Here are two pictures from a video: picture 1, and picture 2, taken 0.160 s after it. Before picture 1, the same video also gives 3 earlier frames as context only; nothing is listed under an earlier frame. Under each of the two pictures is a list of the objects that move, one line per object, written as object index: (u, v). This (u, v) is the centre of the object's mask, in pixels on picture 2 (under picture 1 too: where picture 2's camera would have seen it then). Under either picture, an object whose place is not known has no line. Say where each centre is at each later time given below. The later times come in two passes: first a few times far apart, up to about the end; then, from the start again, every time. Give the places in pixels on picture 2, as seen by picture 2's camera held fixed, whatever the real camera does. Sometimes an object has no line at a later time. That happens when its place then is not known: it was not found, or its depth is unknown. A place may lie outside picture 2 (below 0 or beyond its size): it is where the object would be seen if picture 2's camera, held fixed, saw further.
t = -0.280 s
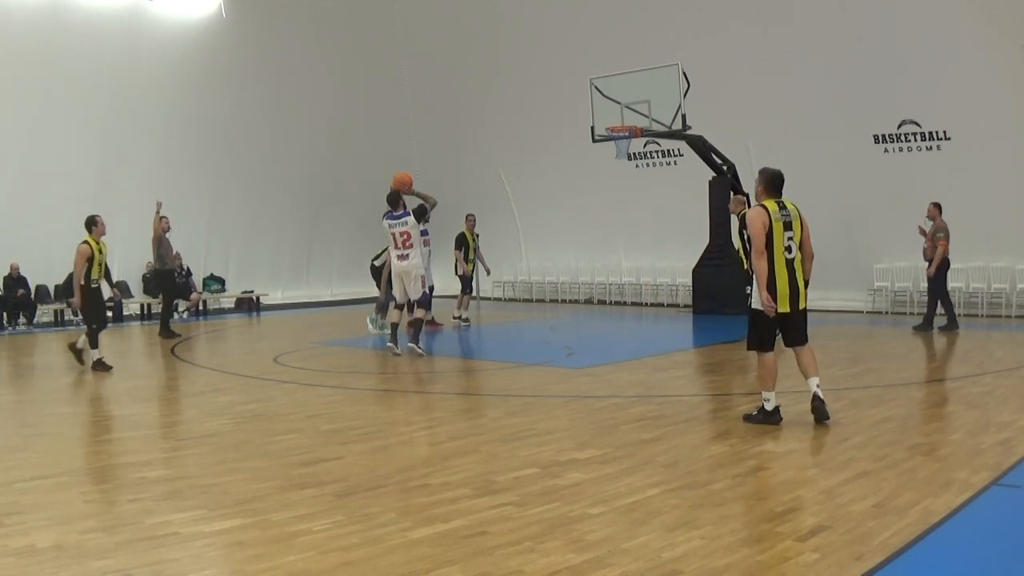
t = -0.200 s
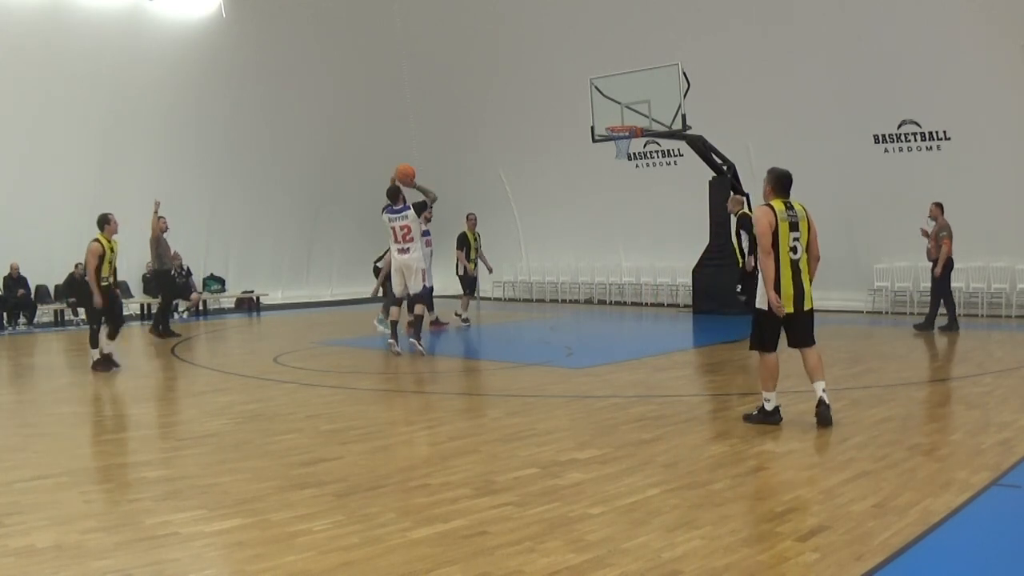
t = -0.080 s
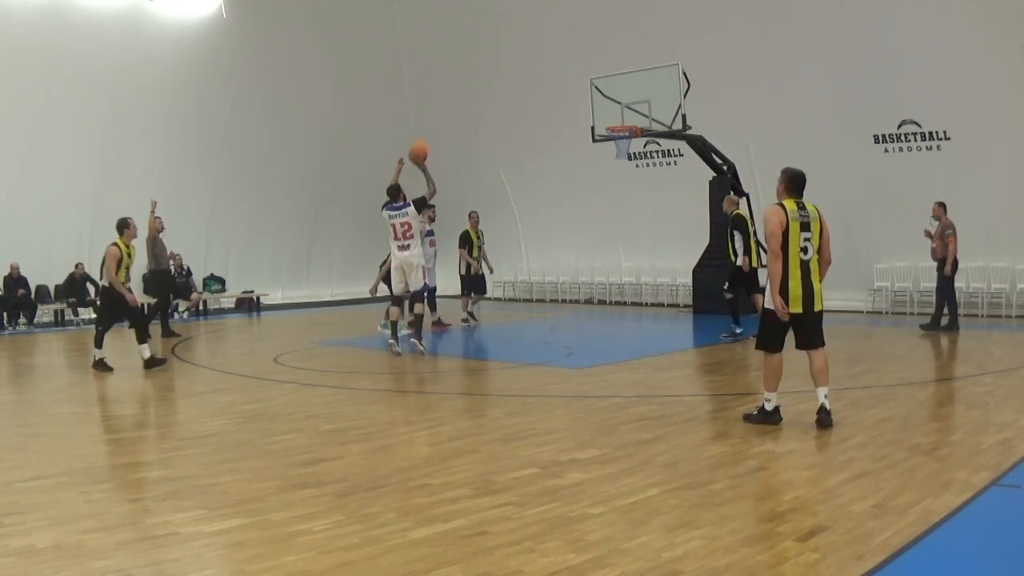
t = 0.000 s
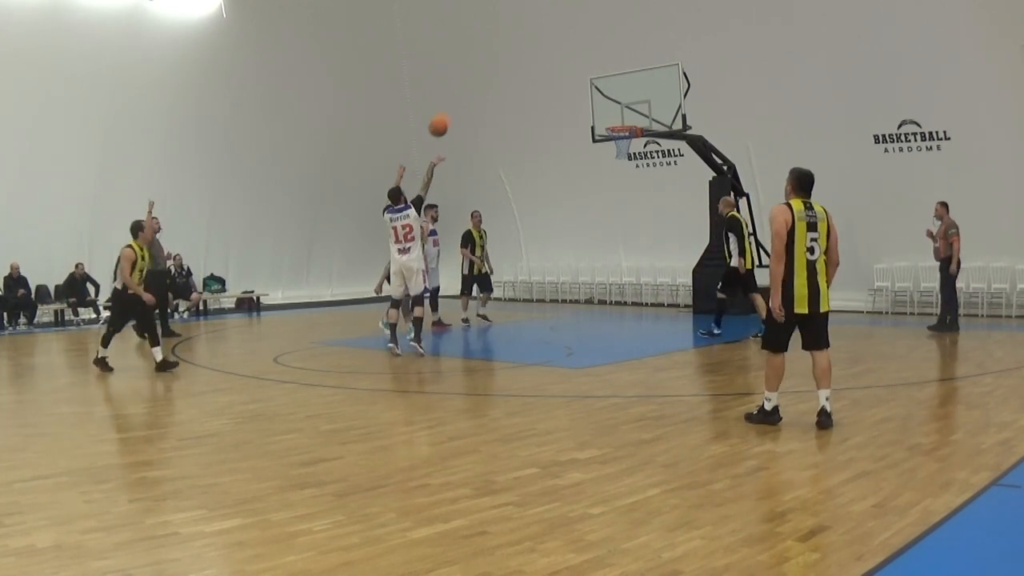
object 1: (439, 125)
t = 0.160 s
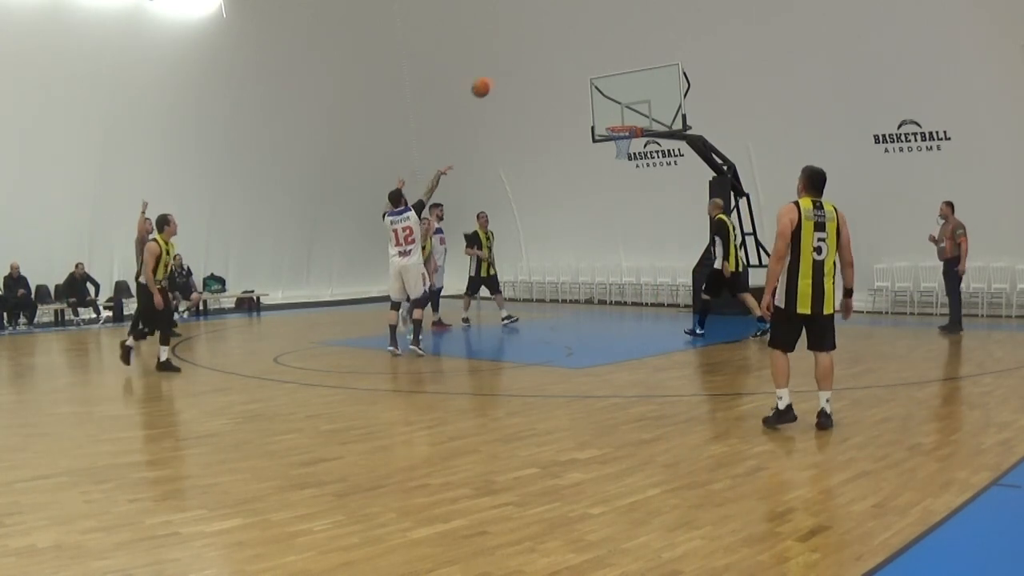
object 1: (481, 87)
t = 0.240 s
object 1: (500, 76)
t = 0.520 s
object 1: (564, 74)
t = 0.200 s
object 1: (491, 81)
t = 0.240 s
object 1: (500, 76)
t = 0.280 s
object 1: (510, 73)
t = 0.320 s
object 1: (519, 70)
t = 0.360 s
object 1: (528, 69)
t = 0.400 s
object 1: (538, 69)
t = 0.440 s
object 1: (547, 70)
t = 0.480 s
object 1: (555, 72)
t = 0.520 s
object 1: (564, 74)
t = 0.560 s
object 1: (572, 78)
